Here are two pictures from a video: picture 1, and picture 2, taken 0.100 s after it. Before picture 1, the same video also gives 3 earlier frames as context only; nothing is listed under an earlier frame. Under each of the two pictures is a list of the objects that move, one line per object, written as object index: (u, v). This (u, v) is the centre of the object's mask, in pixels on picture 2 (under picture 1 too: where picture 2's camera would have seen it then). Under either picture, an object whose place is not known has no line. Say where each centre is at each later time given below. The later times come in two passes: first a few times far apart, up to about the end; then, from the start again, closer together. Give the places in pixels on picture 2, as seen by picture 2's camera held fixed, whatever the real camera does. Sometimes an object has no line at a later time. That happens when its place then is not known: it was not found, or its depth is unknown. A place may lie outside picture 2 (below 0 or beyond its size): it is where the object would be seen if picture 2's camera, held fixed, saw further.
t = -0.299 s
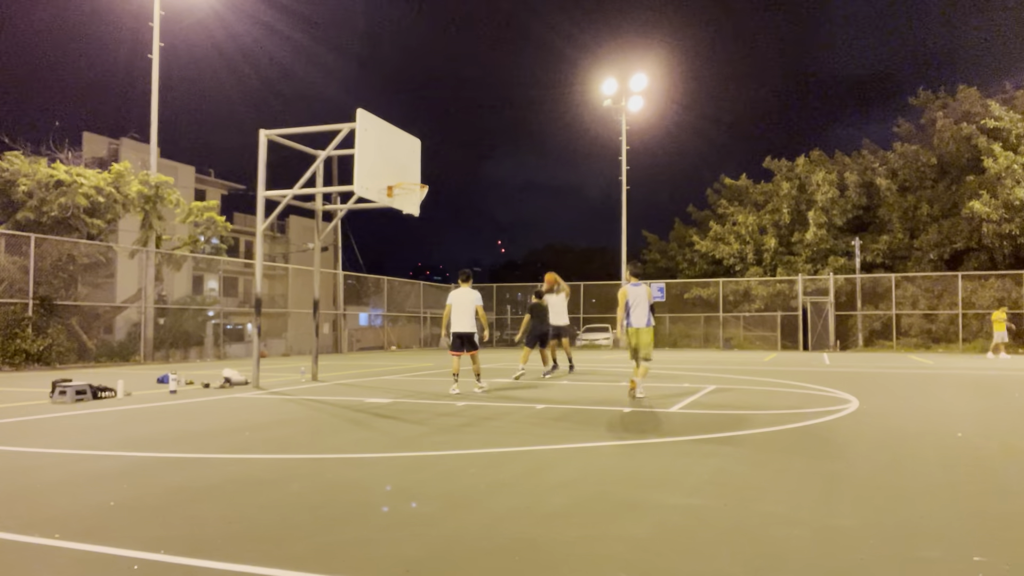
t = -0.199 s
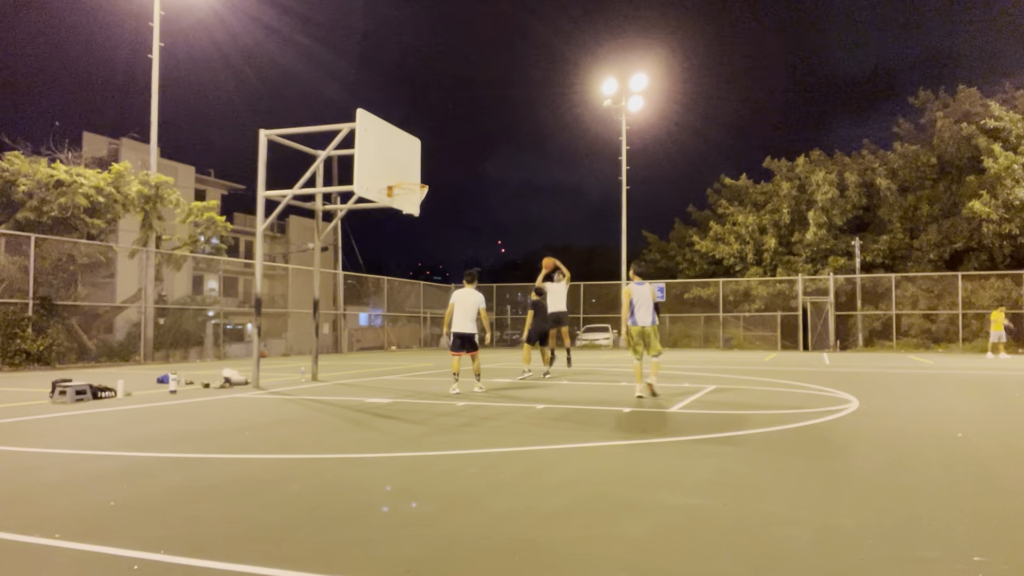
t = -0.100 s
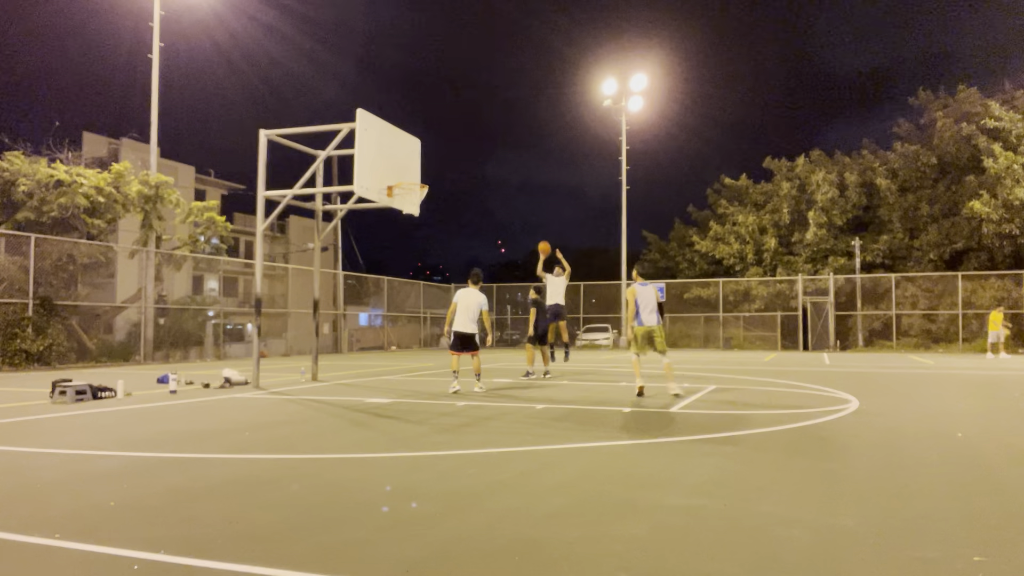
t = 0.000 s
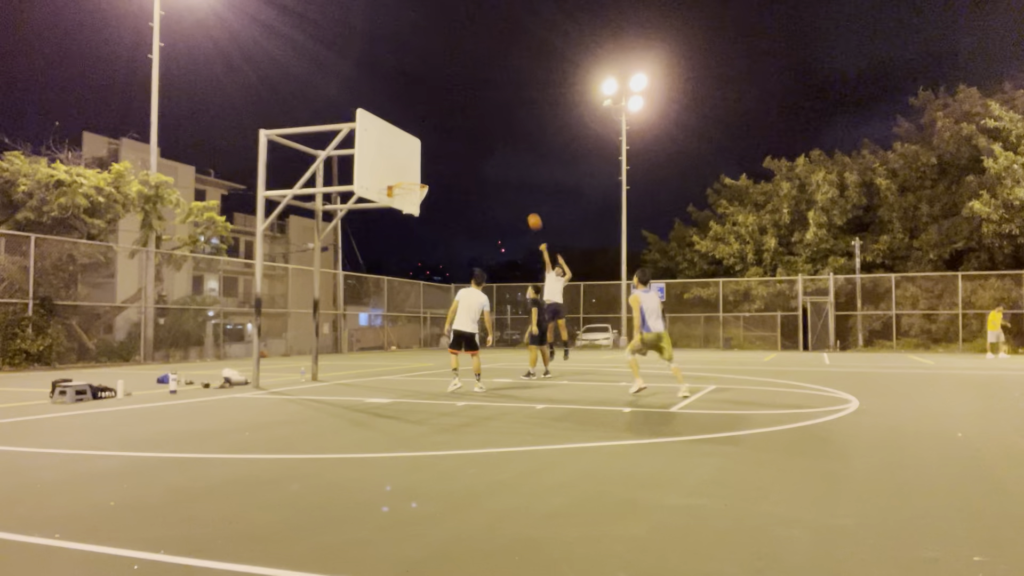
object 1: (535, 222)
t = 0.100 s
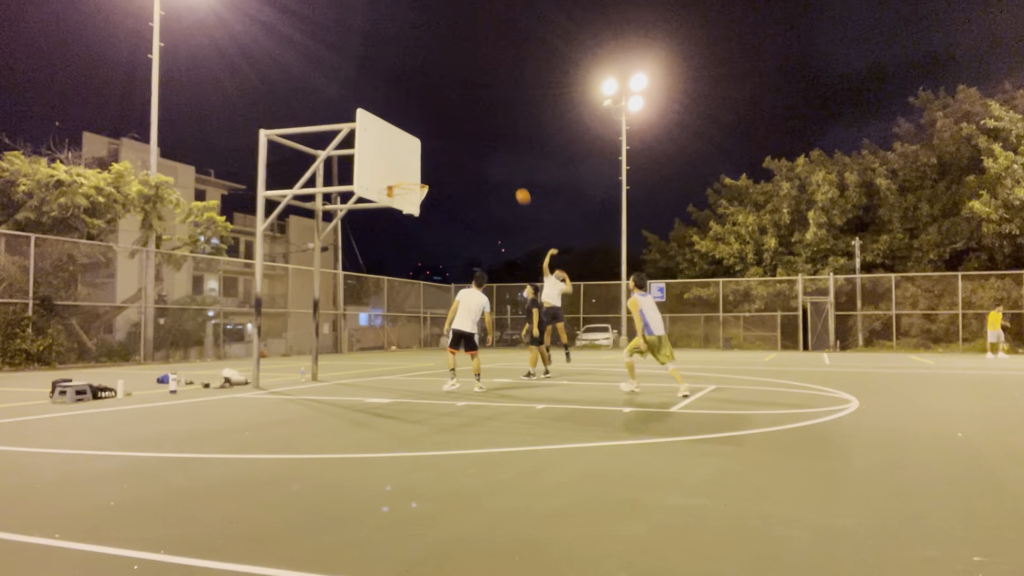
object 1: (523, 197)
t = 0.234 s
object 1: (507, 169)
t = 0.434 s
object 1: (480, 144)
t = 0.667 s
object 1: (446, 143)
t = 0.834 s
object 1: (420, 161)
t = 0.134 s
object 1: (519, 189)
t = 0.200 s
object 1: (511, 175)
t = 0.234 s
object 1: (507, 169)
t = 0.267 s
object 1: (503, 164)
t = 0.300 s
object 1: (498, 159)
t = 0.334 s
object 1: (494, 154)
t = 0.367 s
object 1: (489, 150)
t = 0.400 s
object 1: (485, 147)
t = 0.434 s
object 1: (480, 144)
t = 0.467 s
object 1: (476, 142)
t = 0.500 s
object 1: (471, 141)
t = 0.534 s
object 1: (466, 140)
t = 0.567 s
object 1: (461, 140)
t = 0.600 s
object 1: (456, 140)
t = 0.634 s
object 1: (451, 141)
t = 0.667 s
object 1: (446, 143)
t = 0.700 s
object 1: (441, 145)
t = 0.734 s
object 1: (435, 148)
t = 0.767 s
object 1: (430, 152)
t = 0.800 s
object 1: (426, 156)
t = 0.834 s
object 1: (420, 161)
